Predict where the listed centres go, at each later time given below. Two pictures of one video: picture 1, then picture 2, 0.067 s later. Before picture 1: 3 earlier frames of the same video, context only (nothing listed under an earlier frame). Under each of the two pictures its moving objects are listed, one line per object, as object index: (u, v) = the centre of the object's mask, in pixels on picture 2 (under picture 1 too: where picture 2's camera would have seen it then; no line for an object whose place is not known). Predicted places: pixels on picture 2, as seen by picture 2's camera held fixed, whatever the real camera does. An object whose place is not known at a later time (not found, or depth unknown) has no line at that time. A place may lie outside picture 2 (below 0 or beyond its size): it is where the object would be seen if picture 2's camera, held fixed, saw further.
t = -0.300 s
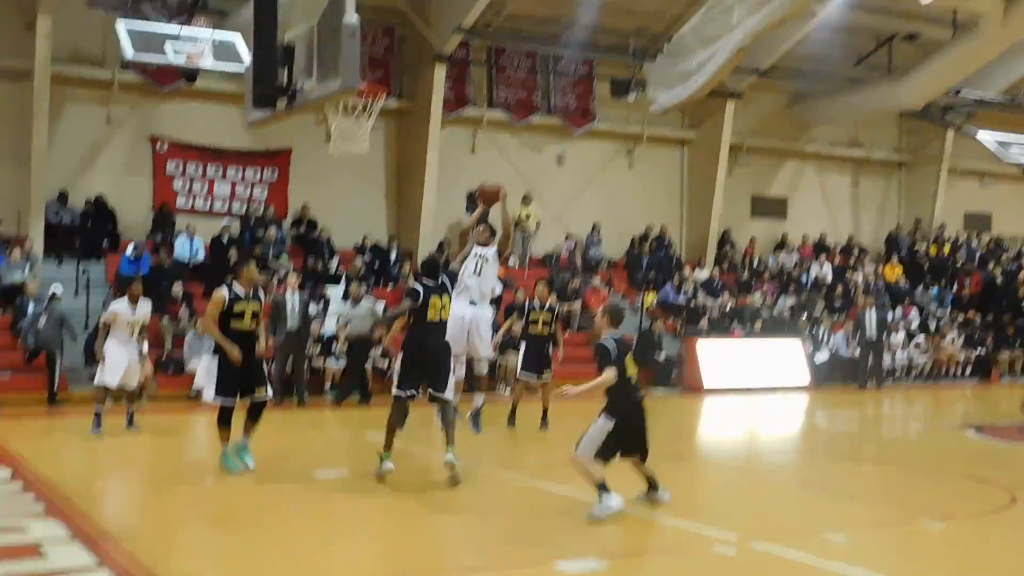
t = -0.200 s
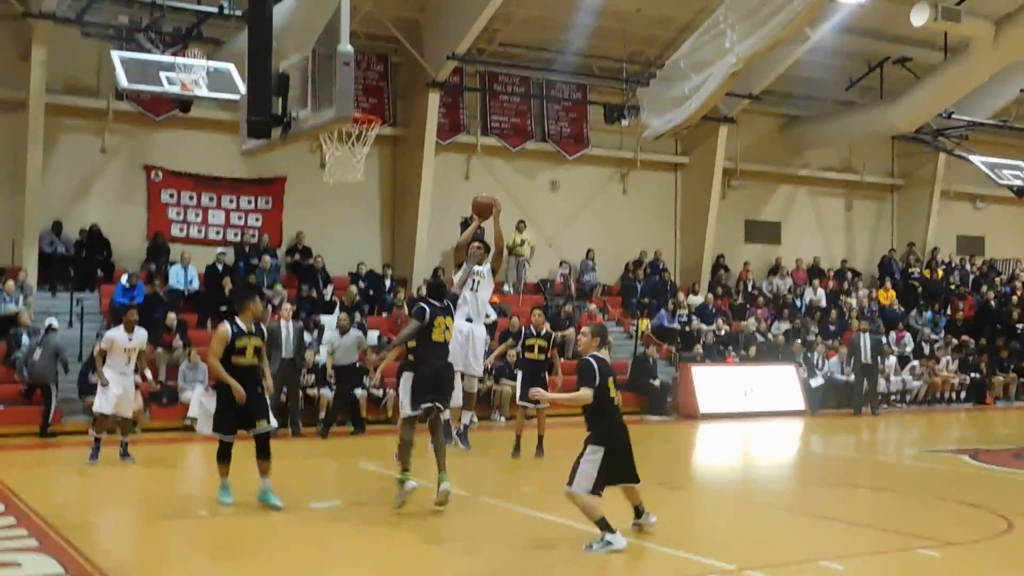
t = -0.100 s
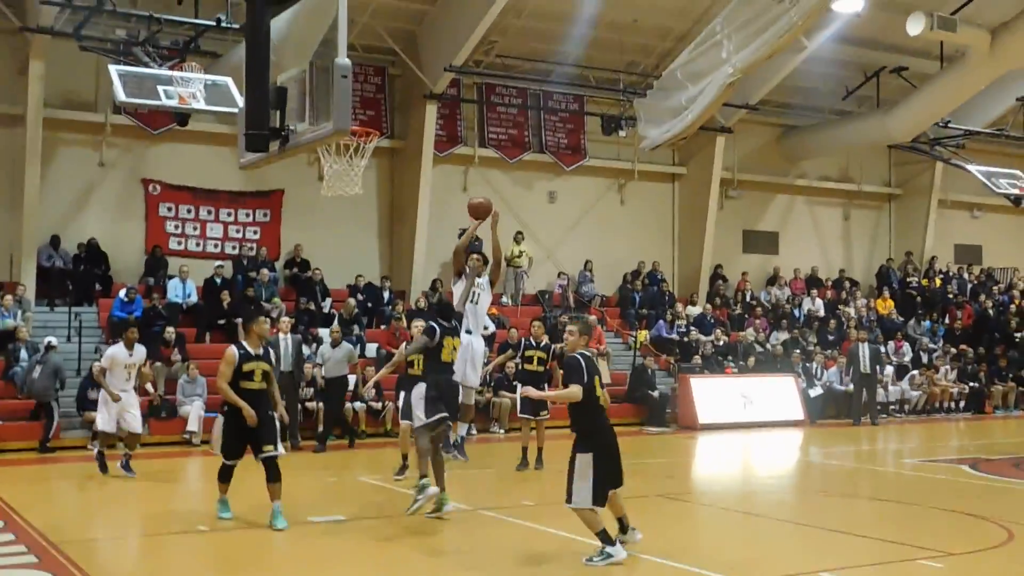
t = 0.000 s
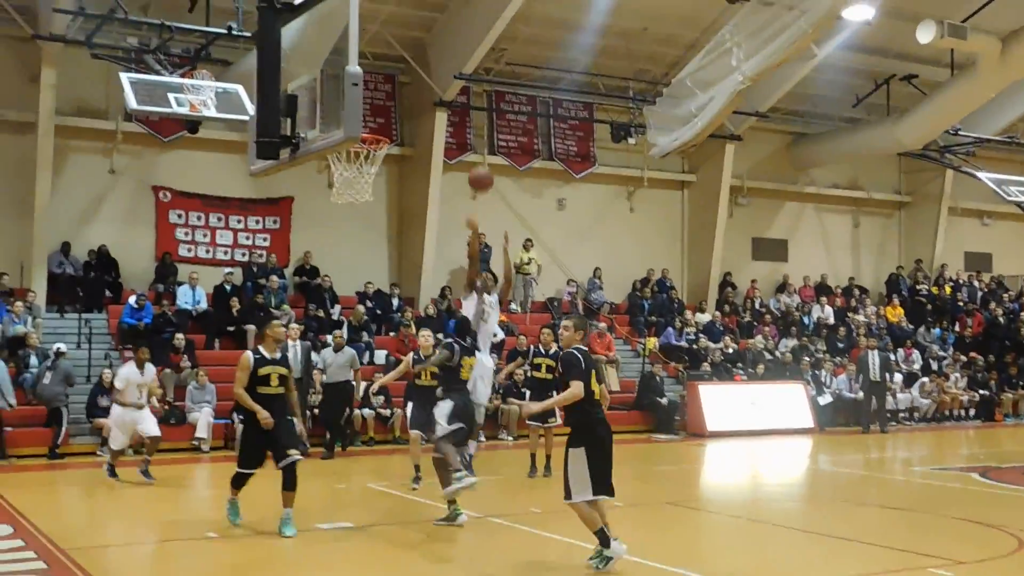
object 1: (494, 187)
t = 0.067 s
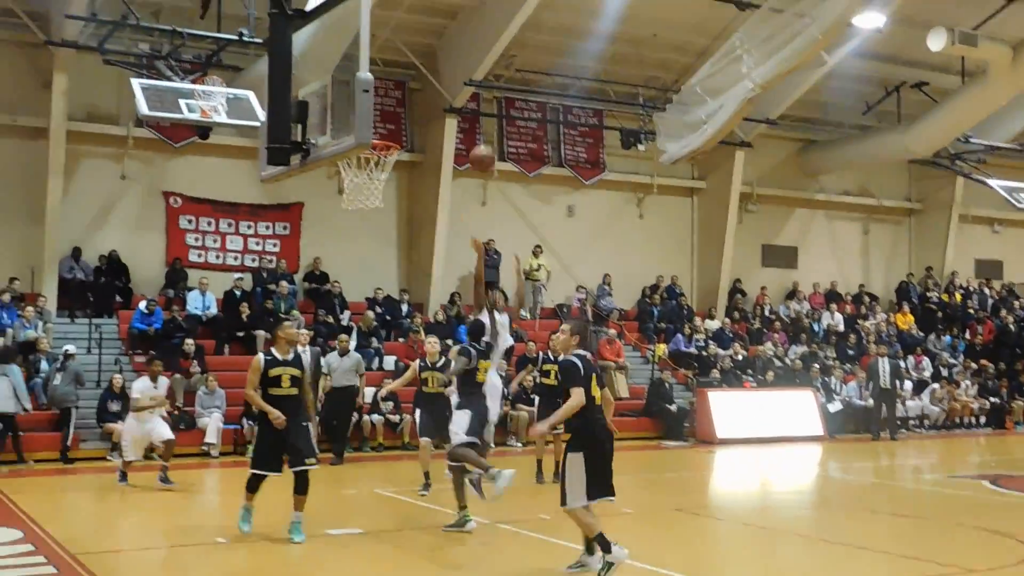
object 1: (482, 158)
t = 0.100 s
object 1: (477, 146)
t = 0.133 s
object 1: (473, 135)
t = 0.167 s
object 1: (469, 125)
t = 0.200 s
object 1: (465, 117)
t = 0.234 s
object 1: (460, 108)
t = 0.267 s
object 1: (455, 101)
